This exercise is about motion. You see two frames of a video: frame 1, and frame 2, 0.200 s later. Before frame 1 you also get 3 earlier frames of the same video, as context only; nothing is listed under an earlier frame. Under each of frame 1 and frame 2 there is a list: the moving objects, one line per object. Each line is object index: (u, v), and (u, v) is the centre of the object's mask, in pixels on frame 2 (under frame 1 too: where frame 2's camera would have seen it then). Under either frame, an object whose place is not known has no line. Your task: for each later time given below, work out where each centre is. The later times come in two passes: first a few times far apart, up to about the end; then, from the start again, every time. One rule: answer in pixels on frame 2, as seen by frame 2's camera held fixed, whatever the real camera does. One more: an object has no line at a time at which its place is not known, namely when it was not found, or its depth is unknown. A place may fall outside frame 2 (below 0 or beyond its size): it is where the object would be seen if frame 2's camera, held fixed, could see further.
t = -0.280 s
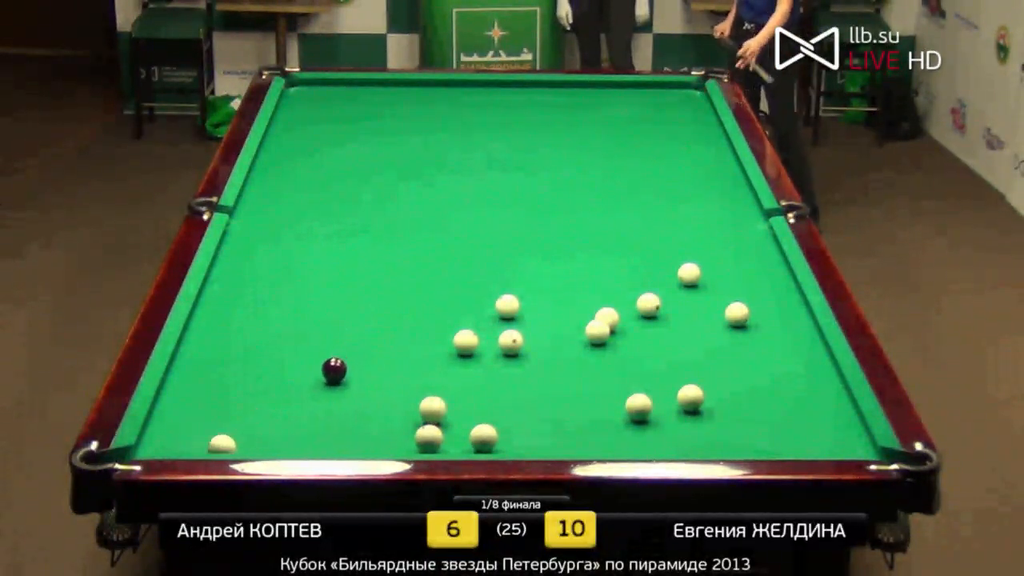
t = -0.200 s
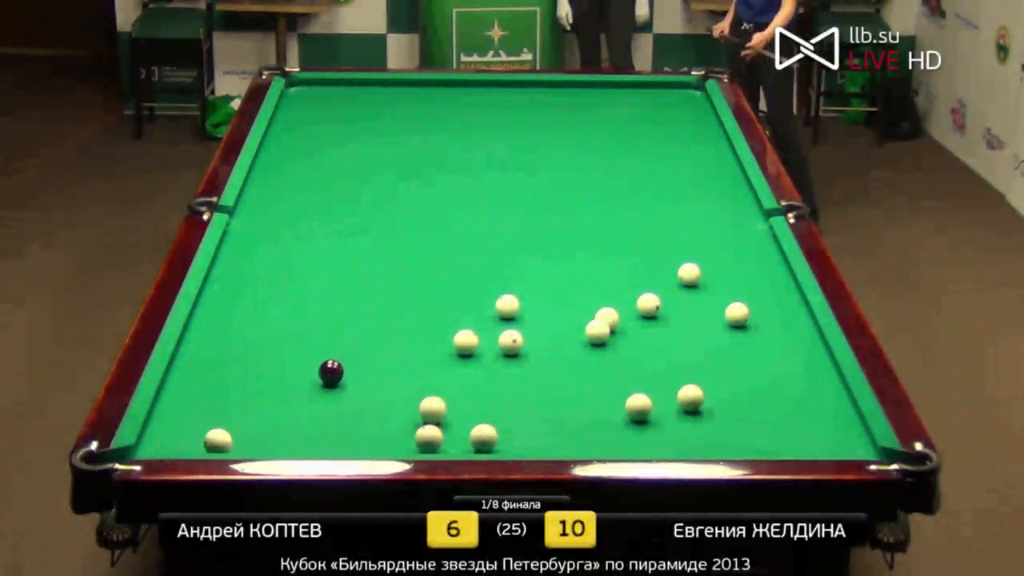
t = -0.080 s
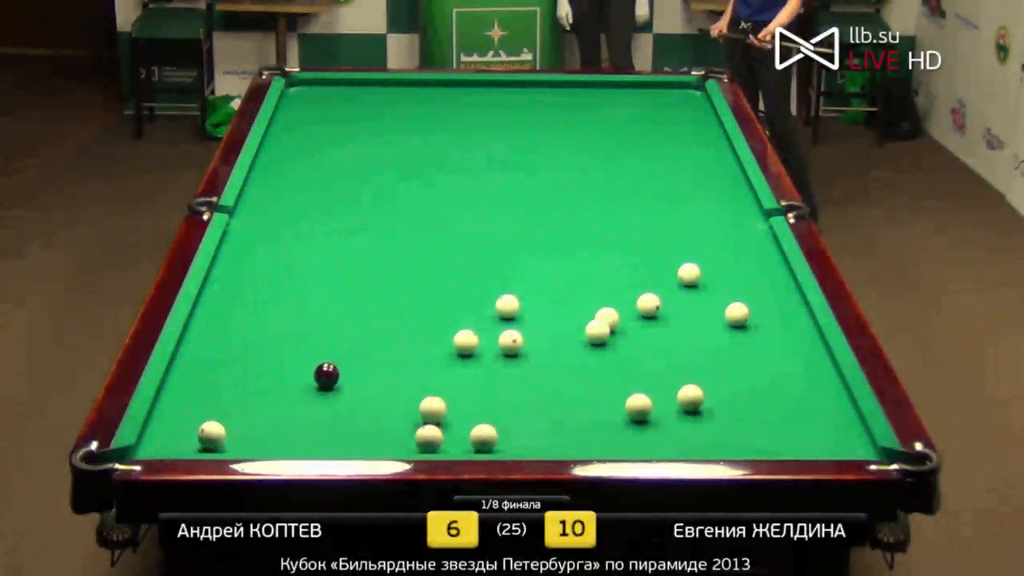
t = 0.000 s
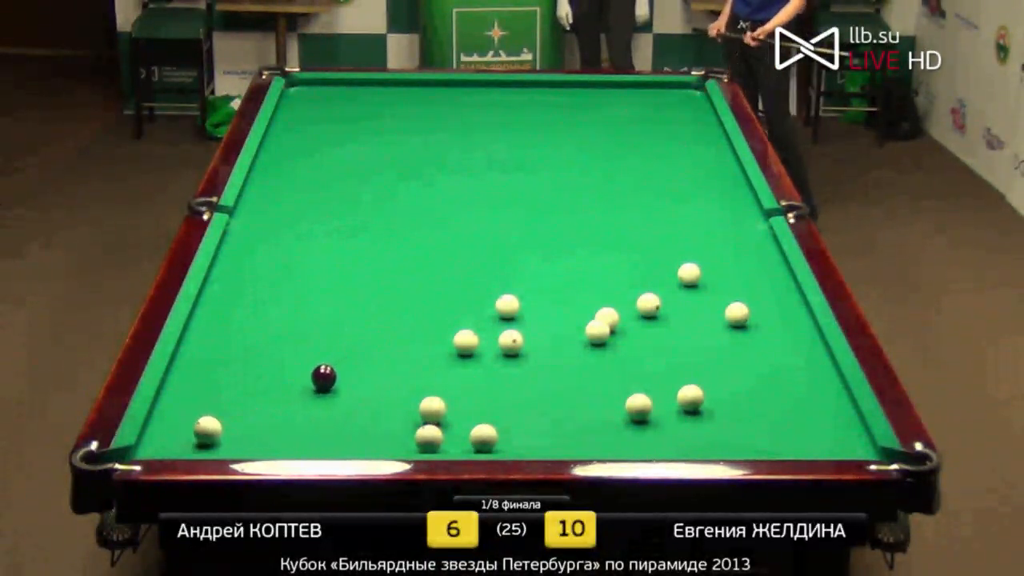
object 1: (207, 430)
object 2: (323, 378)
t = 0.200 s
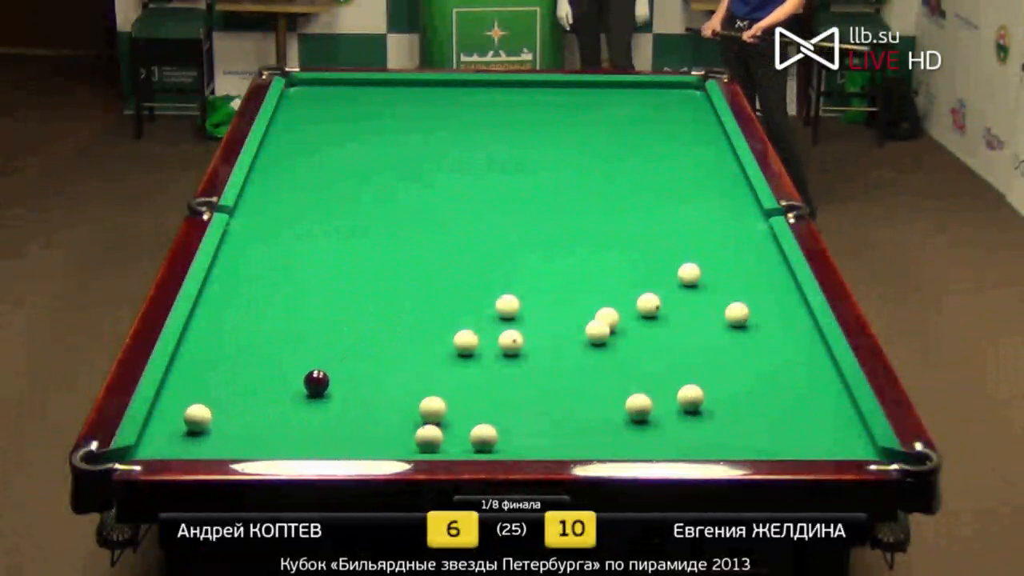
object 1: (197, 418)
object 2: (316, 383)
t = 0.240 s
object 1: (195, 416)
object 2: (315, 384)
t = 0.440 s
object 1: (187, 405)
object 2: (308, 389)
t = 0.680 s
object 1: (176, 392)
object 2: (301, 393)
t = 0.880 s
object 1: (176, 383)
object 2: (295, 397)
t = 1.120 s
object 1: (187, 374)
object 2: (289, 401)
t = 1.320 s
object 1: (195, 368)
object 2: (285, 404)
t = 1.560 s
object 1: (204, 360)
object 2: (281, 407)
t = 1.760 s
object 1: (210, 355)
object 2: (279, 409)
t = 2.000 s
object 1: (217, 348)
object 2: (276, 411)
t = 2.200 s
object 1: (222, 344)
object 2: (275, 412)
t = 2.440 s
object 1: (228, 339)
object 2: (275, 412)
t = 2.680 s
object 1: (233, 334)
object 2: (275, 413)
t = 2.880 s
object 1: (237, 331)
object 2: (275, 412)
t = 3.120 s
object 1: (241, 327)
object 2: (276, 412)
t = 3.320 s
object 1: (245, 325)
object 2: (276, 412)
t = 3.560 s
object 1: (249, 322)
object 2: (276, 412)
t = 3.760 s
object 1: (252, 321)
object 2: (276, 412)
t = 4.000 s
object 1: (255, 319)
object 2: (276, 412)
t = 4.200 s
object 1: (256, 318)
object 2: (276, 411)
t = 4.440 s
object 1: (257, 318)
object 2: (276, 412)
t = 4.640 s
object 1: (258, 318)
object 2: (276, 411)
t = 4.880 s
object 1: (258, 318)
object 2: (276, 412)
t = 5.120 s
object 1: (258, 318)
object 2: (276, 412)
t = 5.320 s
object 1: (258, 317)
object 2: (276, 411)
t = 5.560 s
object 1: (258, 317)
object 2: (276, 412)
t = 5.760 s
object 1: (257, 317)
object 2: (276, 412)
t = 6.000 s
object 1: (257, 317)
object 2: (276, 411)
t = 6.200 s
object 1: (257, 317)
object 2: (276, 412)
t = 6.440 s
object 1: (257, 318)
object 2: (276, 412)
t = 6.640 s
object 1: (257, 318)
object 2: (276, 412)
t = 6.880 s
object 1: (257, 318)
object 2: (276, 412)
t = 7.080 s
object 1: (257, 318)
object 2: (276, 412)
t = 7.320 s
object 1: (257, 318)
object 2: (276, 412)
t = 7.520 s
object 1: (257, 318)
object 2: (276, 412)
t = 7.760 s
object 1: (257, 318)
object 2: (276, 412)
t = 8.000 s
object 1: (257, 318)
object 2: (276, 412)
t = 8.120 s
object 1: (257, 317)
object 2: (276, 411)
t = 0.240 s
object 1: (195, 416)
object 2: (315, 384)
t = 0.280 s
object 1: (194, 413)
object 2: (313, 385)
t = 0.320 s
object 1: (192, 411)
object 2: (312, 386)
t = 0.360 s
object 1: (190, 409)
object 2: (311, 386)
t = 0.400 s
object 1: (188, 407)
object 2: (310, 387)
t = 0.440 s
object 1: (187, 405)
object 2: (308, 389)
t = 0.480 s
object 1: (185, 402)
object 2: (307, 389)
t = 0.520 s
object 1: (183, 400)
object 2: (306, 390)
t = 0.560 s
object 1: (181, 398)
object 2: (304, 391)
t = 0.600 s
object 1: (180, 396)
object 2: (303, 392)
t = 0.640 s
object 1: (178, 394)
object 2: (302, 393)
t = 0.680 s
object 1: (176, 392)
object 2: (301, 393)
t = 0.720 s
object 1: (175, 390)
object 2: (300, 394)
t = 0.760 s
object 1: (173, 388)
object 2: (299, 395)
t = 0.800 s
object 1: (172, 386)
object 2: (297, 396)
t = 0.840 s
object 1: (174, 385)
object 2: (296, 397)
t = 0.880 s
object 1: (176, 383)
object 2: (295, 397)
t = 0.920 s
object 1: (177, 382)
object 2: (294, 398)
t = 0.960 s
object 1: (180, 380)
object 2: (293, 399)
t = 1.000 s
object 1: (181, 379)
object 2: (292, 399)
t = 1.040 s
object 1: (183, 378)
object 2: (291, 400)
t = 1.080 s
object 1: (185, 376)
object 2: (290, 401)
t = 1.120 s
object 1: (187, 374)
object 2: (289, 401)
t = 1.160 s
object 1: (188, 373)
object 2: (288, 402)
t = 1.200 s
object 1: (190, 372)
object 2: (288, 403)
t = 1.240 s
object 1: (191, 370)
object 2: (287, 403)
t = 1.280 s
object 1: (193, 369)
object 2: (286, 404)
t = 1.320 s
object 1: (195, 368)
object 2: (285, 404)
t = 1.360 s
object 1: (196, 367)
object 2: (284, 405)
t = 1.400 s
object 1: (198, 365)
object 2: (284, 405)
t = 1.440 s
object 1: (199, 364)
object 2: (283, 406)
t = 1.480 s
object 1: (200, 363)
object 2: (282, 406)
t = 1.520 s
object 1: (202, 362)
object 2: (282, 407)
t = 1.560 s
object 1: (204, 360)
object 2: (281, 407)
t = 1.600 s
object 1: (205, 359)
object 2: (280, 408)
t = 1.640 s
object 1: (206, 358)
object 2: (280, 408)
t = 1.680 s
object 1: (208, 357)
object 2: (280, 409)
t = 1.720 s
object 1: (209, 356)
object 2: (279, 409)
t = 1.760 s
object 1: (210, 355)
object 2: (279, 409)
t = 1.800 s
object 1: (211, 354)
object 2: (278, 409)
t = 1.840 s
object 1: (212, 353)
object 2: (278, 410)
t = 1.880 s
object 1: (214, 352)
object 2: (277, 410)
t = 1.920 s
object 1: (215, 351)
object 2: (277, 411)
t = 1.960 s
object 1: (216, 349)
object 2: (277, 411)
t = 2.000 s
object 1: (217, 348)
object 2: (276, 411)
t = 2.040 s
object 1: (218, 347)
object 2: (276, 411)
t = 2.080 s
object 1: (219, 347)
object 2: (275, 412)
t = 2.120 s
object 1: (220, 346)
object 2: (275, 412)
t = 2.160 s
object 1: (221, 345)
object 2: (275, 412)
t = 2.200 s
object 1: (222, 344)
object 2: (275, 412)
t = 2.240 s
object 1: (223, 343)
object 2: (275, 412)
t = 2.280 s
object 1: (224, 342)
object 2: (275, 412)
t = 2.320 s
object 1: (225, 341)
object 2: (275, 412)
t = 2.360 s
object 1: (226, 340)
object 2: (275, 412)
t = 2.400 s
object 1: (227, 340)
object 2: (275, 412)
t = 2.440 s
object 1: (228, 339)
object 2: (275, 412)
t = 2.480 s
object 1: (229, 338)
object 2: (275, 413)
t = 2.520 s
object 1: (230, 337)
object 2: (275, 413)
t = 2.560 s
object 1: (231, 336)
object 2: (275, 412)
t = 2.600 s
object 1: (232, 336)
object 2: (275, 412)
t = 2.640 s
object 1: (233, 335)
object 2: (275, 412)
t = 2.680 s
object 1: (233, 334)
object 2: (275, 413)
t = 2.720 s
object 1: (234, 333)
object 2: (275, 412)
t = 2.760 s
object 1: (235, 333)
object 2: (275, 412)
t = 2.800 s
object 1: (236, 332)
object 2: (275, 412)
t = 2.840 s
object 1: (236, 331)
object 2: (275, 412)
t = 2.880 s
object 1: (237, 331)
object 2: (275, 412)
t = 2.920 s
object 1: (238, 330)
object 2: (276, 412)
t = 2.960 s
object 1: (239, 329)
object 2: (276, 412)
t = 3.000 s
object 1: (239, 329)
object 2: (276, 412)
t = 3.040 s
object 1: (240, 328)
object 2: (276, 412)
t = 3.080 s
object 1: (241, 328)
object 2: (276, 412)
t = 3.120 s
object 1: (241, 327)
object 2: (276, 412)
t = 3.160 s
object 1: (242, 327)
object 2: (276, 412)
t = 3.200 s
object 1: (243, 326)
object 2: (276, 412)
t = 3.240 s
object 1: (243, 326)
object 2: (276, 412)
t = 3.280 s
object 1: (244, 325)
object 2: (276, 412)
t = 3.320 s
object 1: (245, 325)
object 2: (276, 412)
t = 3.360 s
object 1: (245, 324)
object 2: (276, 412)
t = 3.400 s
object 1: (246, 324)
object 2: (276, 412)
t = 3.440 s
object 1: (247, 323)
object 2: (276, 412)
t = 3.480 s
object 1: (247, 323)
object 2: (276, 412)
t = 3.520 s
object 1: (248, 323)
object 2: (276, 413)
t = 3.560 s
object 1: (249, 322)
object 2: (276, 412)
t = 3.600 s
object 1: (249, 322)
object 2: (276, 412)
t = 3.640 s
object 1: (250, 322)
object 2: (276, 412)
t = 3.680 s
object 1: (250, 321)
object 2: (276, 412)
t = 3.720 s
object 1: (251, 321)
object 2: (276, 412)
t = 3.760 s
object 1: (252, 321)
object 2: (276, 412)
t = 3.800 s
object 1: (252, 320)
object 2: (276, 412)
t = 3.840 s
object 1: (253, 320)
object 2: (276, 412)
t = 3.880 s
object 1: (253, 320)
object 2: (276, 411)
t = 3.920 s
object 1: (254, 320)
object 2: (276, 411)
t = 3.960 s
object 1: (254, 320)
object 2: (276, 412)
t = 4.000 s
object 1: (255, 319)
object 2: (276, 412)
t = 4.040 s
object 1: (255, 319)
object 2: (276, 411)
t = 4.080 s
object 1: (255, 319)
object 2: (276, 411)
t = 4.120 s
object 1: (255, 319)
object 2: (276, 411)
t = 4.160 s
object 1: (256, 318)
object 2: (276, 411)
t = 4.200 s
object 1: (256, 318)
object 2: (276, 411)
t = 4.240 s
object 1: (256, 318)
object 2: (276, 411)
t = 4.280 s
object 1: (256, 318)
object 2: (276, 412)
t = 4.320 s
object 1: (257, 318)
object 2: (276, 411)
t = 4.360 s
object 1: (257, 318)
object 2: (276, 412)
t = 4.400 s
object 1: (257, 318)
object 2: (276, 412)
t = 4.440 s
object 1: (257, 318)
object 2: (276, 412)
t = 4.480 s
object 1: (257, 318)
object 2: (276, 412)
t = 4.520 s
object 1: (258, 318)
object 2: (276, 412)
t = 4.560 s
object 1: (258, 318)
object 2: (276, 411)
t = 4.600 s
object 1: (258, 318)
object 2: (276, 411)
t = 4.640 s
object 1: (258, 318)
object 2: (276, 411)
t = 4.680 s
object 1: (258, 318)
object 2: (276, 412)
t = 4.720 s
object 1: (258, 318)
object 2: (276, 412)
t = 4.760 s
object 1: (258, 318)
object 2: (276, 411)
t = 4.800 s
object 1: (258, 318)
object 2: (276, 412)
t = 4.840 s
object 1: (258, 318)
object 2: (276, 411)
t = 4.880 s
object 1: (258, 318)
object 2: (276, 412)
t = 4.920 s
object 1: (258, 318)
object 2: (276, 411)
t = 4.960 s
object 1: (258, 318)
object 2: (276, 412)
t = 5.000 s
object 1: (258, 318)
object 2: (276, 412)
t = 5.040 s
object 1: (257, 318)
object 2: (276, 411)
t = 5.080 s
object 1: (258, 318)
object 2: (276, 412)
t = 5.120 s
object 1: (258, 318)
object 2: (276, 412)
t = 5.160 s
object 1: (258, 318)
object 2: (276, 412)
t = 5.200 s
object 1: (258, 317)
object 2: (276, 411)
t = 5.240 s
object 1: (258, 317)
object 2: (276, 411)
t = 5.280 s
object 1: (257, 317)
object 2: (276, 411)
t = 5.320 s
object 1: (258, 317)
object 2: (276, 411)
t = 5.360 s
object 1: (258, 317)
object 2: (276, 412)
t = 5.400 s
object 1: (258, 317)
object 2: (276, 412)
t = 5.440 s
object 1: (257, 317)
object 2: (276, 412)
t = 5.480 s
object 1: (257, 317)
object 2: (276, 412)
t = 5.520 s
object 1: (258, 317)
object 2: (276, 412)
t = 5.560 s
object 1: (258, 317)
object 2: (276, 412)
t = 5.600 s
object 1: (258, 317)
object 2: (276, 412)
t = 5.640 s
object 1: (257, 317)
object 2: (276, 412)
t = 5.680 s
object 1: (258, 318)
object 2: (276, 412)
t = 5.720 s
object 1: (257, 318)
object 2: (276, 412)
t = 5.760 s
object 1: (257, 317)
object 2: (276, 412)
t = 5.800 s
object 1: (257, 317)
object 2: (276, 412)
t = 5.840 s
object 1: (257, 318)
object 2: (276, 412)
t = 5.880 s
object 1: (257, 318)
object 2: (276, 412)
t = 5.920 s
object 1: (257, 318)
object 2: (276, 412)
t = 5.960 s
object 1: (257, 318)
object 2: (276, 411)
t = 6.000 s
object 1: (257, 317)
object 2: (276, 411)
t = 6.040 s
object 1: (257, 318)
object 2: (276, 412)
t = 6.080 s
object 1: (257, 318)
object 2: (276, 412)
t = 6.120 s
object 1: (257, 318)
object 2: (276, 412)
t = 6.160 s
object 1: (257, 317)
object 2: (276, 412)
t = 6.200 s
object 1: (257, 317)
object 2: (276, 412)
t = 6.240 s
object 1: (257, 318)
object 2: (276, 411)
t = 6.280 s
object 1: (258, 317)
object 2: (276, 412)
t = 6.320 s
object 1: (257, 318)
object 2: (276, 412)
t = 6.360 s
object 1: (257, 318)
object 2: (276, 412)
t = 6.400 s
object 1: (257, 318)
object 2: (276, 412)
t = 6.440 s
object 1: (257, 318)
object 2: (276, 412)
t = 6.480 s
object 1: (257, 317)
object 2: (276, 412)
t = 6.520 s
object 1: (257, 318)
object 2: (276, 412)
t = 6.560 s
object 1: (257, 317)
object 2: (276, 412)
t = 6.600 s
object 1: (257, 318)
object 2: (276, 412)
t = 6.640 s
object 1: (257, 318)
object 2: (276, 412)
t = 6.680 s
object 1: (257, 318)
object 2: (276, 412)
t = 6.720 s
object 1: (257, 318)
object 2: (276, 412)
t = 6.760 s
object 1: (258, 318)
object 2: (276, 412)
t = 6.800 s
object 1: (257, 318)
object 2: (276, 412)
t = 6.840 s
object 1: (257, 318)
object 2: (276, 412)
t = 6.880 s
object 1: (257, 318)
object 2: (276, 412)
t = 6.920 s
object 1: (258, 318)
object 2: (276, 411)
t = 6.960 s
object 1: (258, 318)
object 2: (276, 412)
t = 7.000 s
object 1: (257, 317)
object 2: (276, 412)
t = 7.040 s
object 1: (257, 318)
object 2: (276, 412)
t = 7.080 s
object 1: (257, 318)
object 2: (276, 412)
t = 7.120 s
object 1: (257, 318)
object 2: (276, 412)
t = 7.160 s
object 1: (257, 318)
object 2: (276, 412)
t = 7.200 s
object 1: (257, 318)
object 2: (276, 412)
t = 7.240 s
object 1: (257, 318)
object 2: (276, 412)
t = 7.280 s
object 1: (257, 318)
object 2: (276, 412)
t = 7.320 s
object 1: (257, 318)
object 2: (276, 412)
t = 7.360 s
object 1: (257, 318)
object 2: (276, 412)
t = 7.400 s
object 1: (257, 318)
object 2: (276, 412)
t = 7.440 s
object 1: (257, 318)
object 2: (276, 412)
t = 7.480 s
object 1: (257, 318)
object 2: (276, 412)
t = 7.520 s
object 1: (257, 318)
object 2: (276, 412)
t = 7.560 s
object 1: (257, 318)
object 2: (276, 411)
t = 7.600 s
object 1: (257, 318)
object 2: (276, 412)
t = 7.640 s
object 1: (257, 318)
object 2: (276, 412)
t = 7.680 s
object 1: (257, 318)
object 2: (276, 412)
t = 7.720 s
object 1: (257, 318)
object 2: (276, 411)
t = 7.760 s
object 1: (257, 318)
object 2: (276, 412)
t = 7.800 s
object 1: (257, 318)
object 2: (276, 412)
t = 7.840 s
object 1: (257, 317)
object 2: (276, 411)
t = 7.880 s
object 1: (257, 318)
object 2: (276, 412)
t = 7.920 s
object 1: (257, 318)
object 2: (276, 412)
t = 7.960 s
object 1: (257, 318)
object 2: (276, 411)
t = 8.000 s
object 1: (257, 318)
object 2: (276, 412)
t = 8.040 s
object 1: (257, 318)
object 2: (276, 412)
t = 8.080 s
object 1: (257, 317)
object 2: (276, 411)
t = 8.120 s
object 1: (257, 317)
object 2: (276, 411)
